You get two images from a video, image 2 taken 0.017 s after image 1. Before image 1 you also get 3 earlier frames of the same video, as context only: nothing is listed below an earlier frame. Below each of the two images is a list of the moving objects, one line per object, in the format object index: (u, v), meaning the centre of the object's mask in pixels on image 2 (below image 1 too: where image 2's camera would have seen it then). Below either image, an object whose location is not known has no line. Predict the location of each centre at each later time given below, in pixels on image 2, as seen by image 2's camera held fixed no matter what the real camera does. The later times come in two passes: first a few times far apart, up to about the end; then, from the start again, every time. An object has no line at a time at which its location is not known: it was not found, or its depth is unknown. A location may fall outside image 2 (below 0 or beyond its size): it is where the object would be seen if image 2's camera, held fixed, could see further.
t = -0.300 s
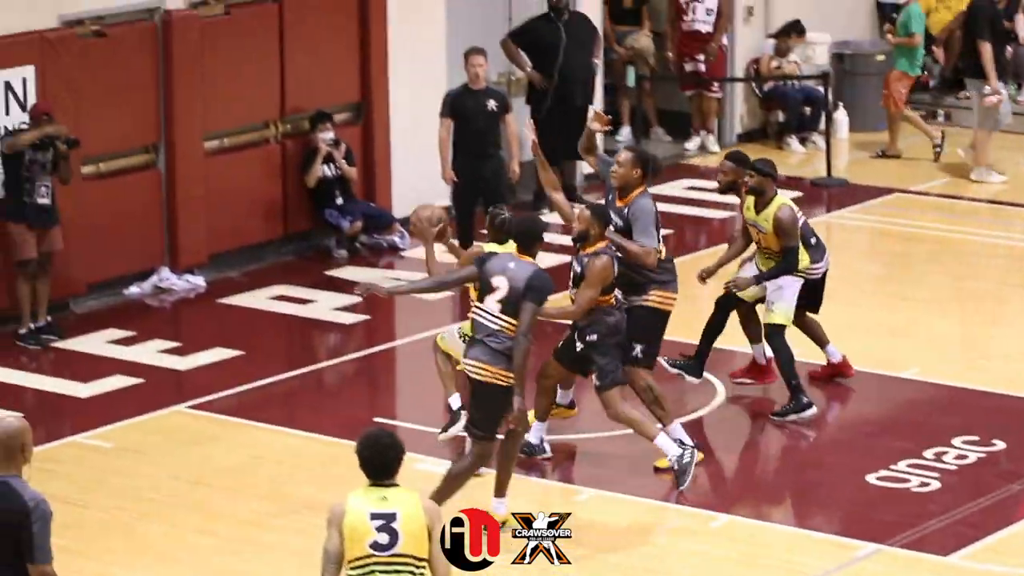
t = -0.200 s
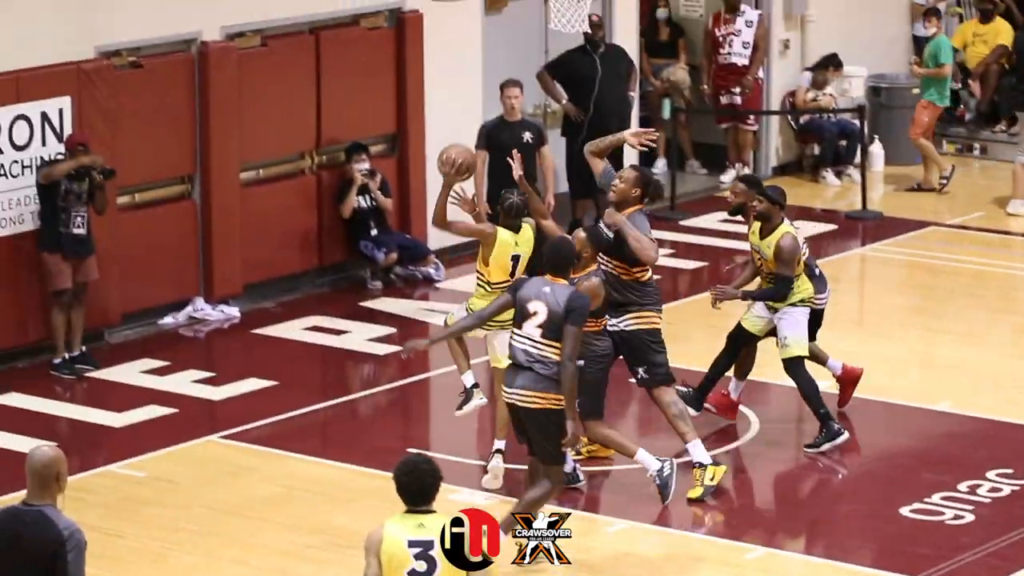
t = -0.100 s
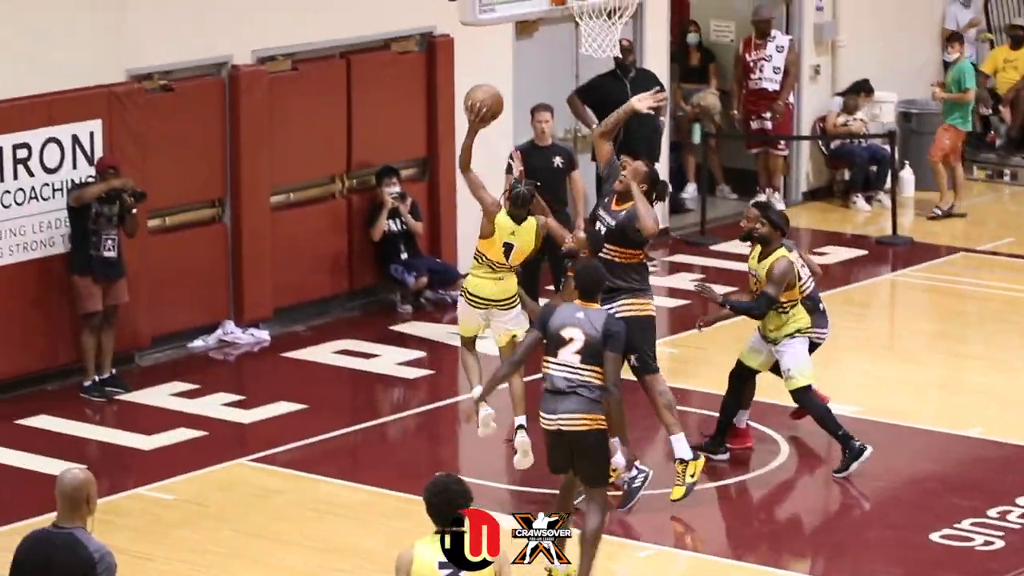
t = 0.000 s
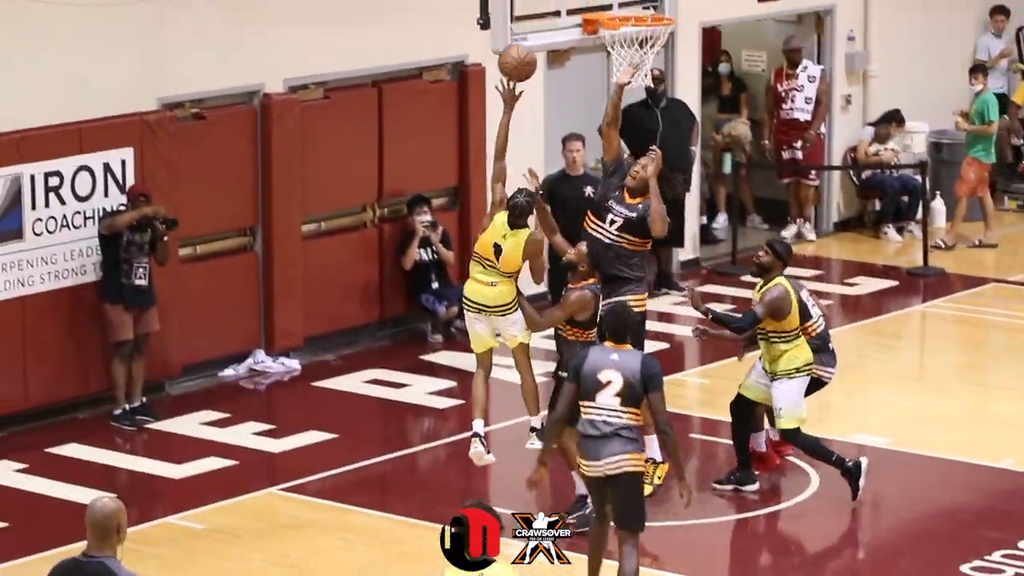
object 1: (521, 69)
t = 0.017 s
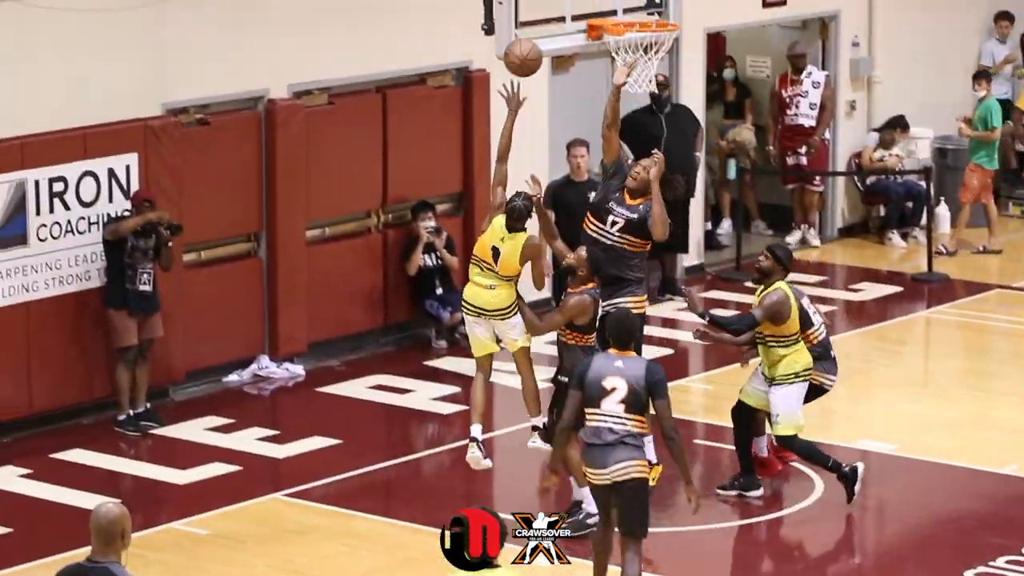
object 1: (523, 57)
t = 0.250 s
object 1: (539, -43)
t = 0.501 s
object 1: (592, -44)
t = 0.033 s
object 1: (524, 47)
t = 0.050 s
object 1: (525, 38)
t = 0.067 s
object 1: (526, 28)
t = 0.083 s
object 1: (527, 20)
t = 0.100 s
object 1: (529, 11)
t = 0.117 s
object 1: (530, 4)
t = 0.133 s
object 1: (531, -4)
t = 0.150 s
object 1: (533, -11)
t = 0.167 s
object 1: (534, -18)
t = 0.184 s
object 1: (535, -24)
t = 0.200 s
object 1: (536, -29)
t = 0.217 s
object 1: (537, -34)
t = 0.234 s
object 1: (538, -39)
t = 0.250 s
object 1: (539, -43)
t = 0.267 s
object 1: (541, -46)
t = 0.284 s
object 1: (542, -50)
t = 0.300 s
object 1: (543, -52)
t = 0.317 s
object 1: (544, -54)
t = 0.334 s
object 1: (546, -56)
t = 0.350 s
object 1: (547, -58)
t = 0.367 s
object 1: (548, -59)
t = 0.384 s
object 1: (550, -59)
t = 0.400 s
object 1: (556, -58)
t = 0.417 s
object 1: (562, -57)
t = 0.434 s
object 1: (568, -55)
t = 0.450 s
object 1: (574, -53)
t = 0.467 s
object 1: (580, -51)
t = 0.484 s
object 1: (587, -48)
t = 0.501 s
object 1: (592, -44)
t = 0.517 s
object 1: (599, -40)
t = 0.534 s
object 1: (605, -36)
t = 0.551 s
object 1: (611, -31)
